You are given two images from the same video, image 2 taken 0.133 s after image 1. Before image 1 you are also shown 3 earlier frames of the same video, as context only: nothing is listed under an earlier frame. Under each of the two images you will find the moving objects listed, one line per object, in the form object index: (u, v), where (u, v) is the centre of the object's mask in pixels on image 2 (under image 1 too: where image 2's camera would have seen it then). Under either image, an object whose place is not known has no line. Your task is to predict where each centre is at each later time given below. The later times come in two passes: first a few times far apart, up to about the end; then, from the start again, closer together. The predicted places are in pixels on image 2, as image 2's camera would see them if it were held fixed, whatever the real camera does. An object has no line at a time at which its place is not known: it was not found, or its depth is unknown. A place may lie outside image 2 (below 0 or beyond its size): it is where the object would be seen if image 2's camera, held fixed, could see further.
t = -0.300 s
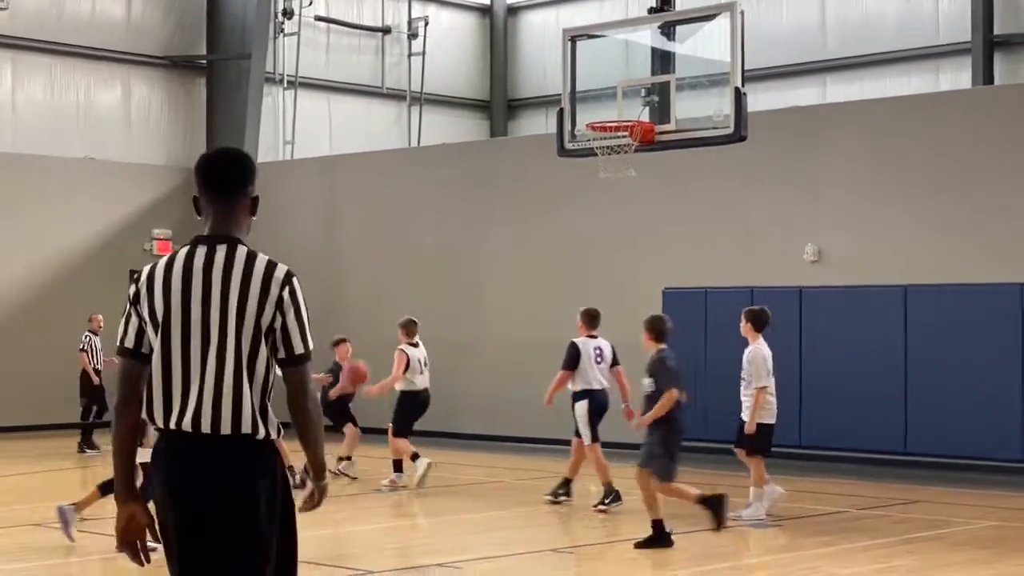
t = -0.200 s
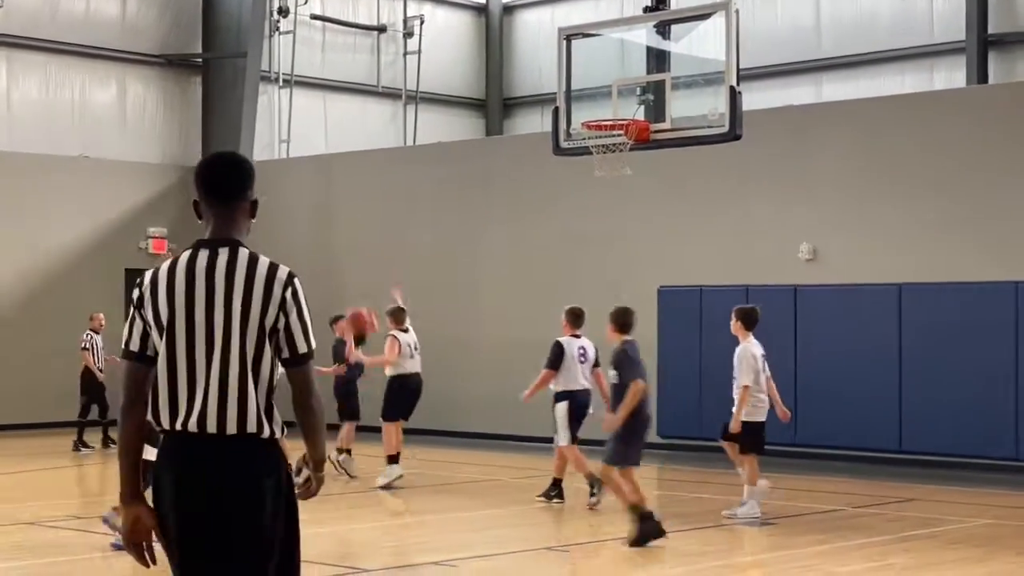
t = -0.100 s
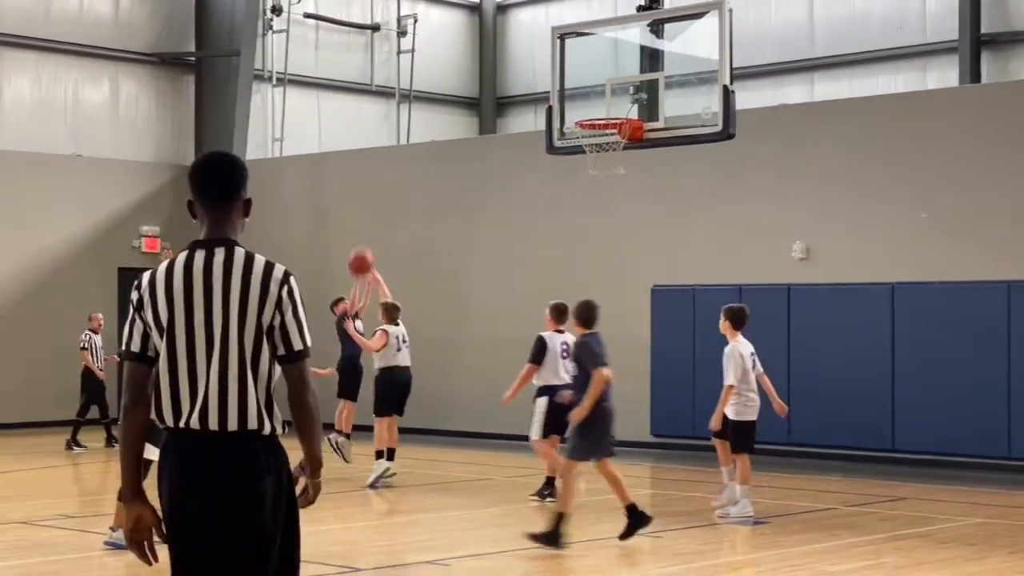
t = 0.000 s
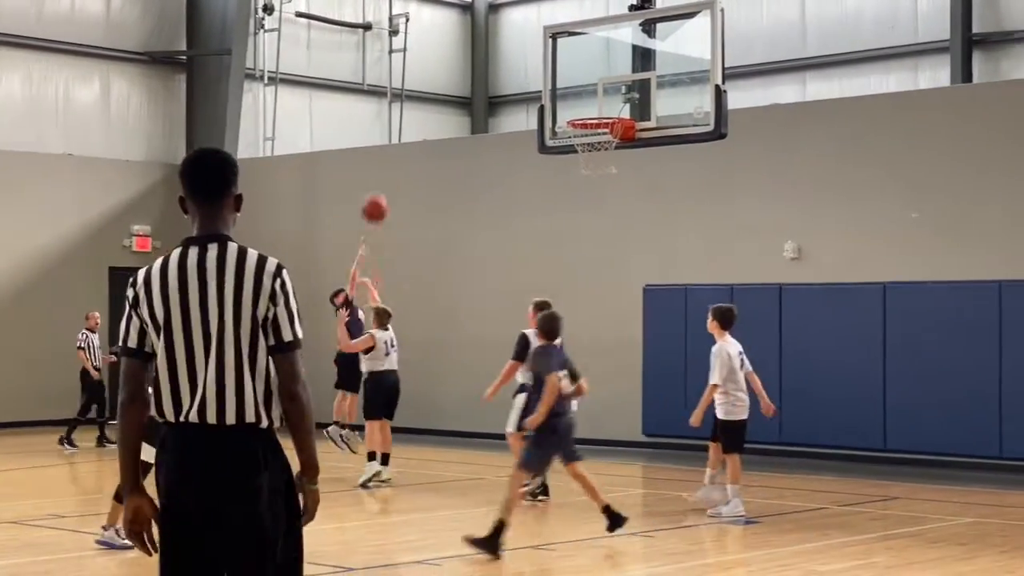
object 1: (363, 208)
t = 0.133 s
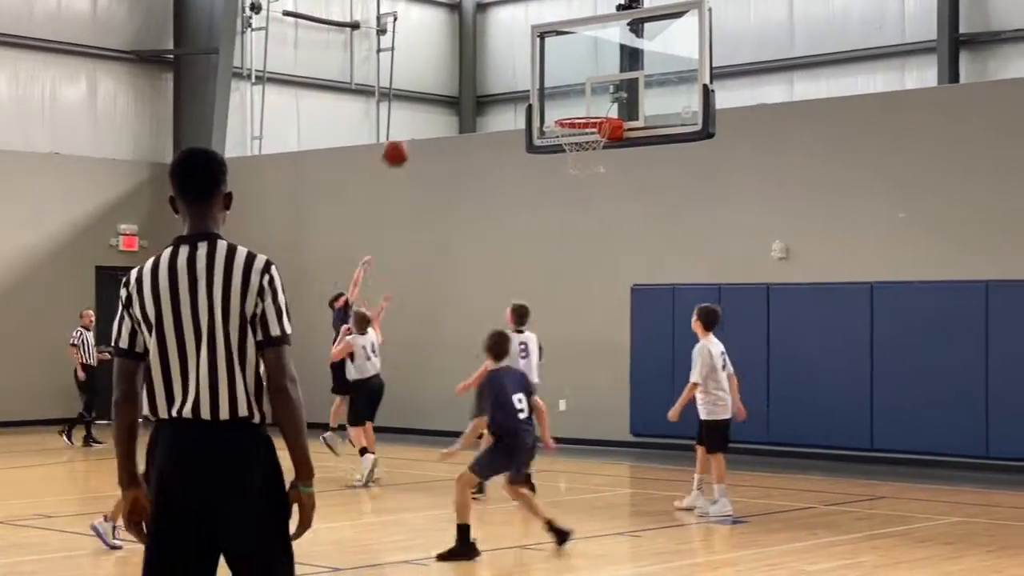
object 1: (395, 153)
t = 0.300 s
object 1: (437, 110)
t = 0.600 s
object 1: (516, 109)
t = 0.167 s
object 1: (403, 143)
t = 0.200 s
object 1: (411, 133)
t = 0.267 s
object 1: (429, 116)
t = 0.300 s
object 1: (437, 110)
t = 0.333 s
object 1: (446, 105)
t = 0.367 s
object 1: (454, 101)
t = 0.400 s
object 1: (464, 98)
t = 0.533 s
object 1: (498, 100)
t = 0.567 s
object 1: (507, 104)
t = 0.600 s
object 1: (516, 109)
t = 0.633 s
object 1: (526, 116)
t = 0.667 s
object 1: (535, 124)
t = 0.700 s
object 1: (545, 132)
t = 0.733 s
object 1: (554, 144)
